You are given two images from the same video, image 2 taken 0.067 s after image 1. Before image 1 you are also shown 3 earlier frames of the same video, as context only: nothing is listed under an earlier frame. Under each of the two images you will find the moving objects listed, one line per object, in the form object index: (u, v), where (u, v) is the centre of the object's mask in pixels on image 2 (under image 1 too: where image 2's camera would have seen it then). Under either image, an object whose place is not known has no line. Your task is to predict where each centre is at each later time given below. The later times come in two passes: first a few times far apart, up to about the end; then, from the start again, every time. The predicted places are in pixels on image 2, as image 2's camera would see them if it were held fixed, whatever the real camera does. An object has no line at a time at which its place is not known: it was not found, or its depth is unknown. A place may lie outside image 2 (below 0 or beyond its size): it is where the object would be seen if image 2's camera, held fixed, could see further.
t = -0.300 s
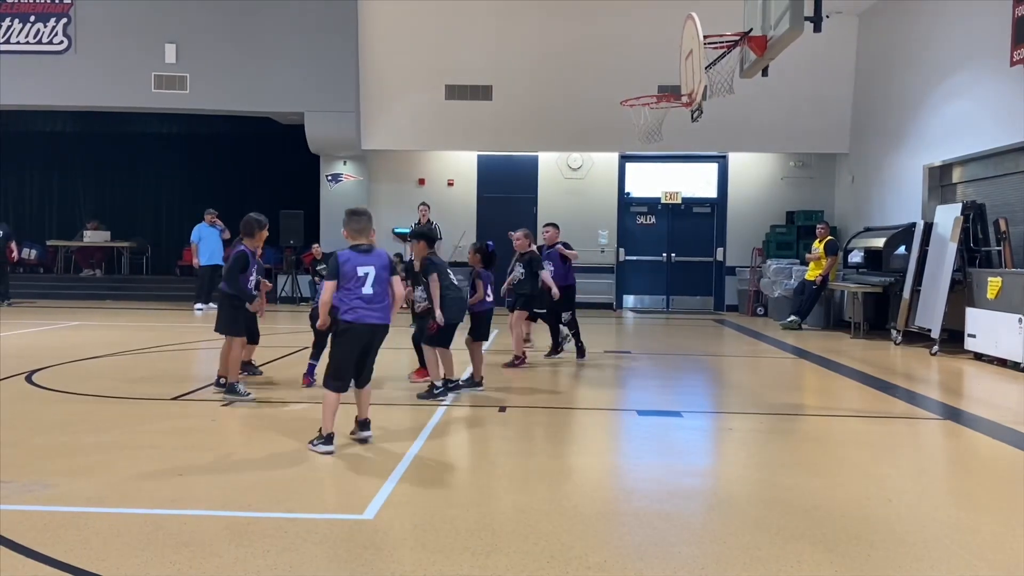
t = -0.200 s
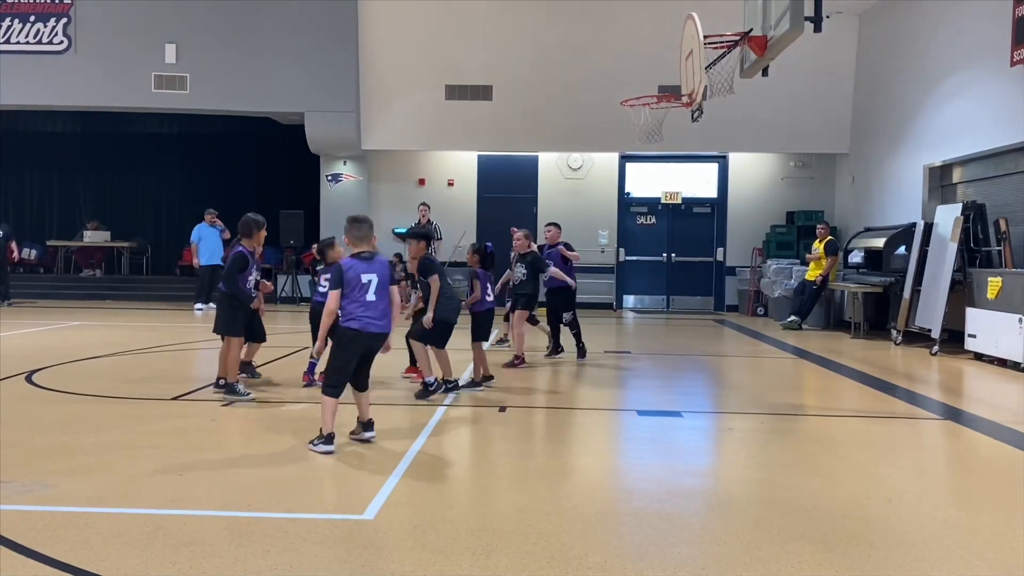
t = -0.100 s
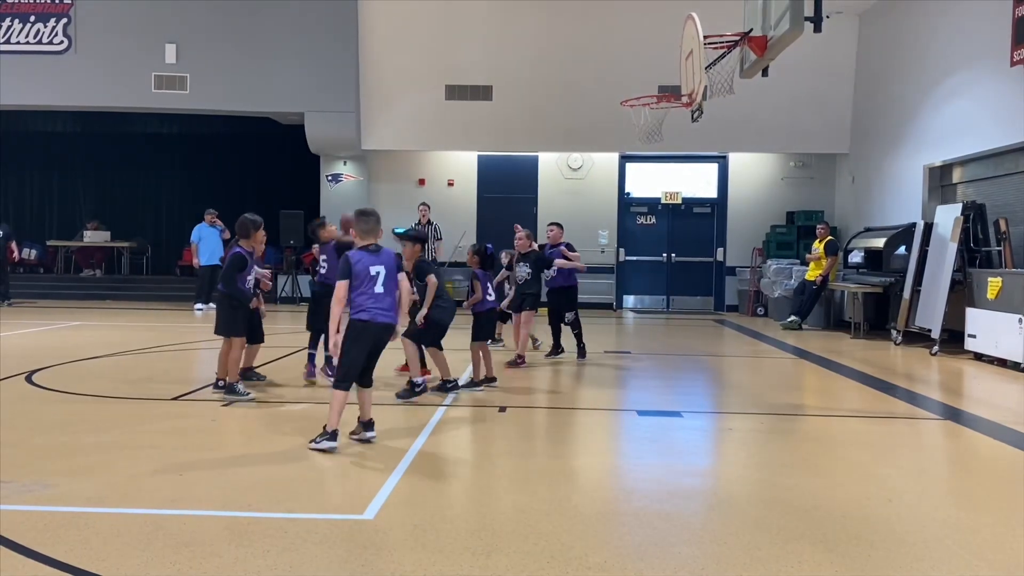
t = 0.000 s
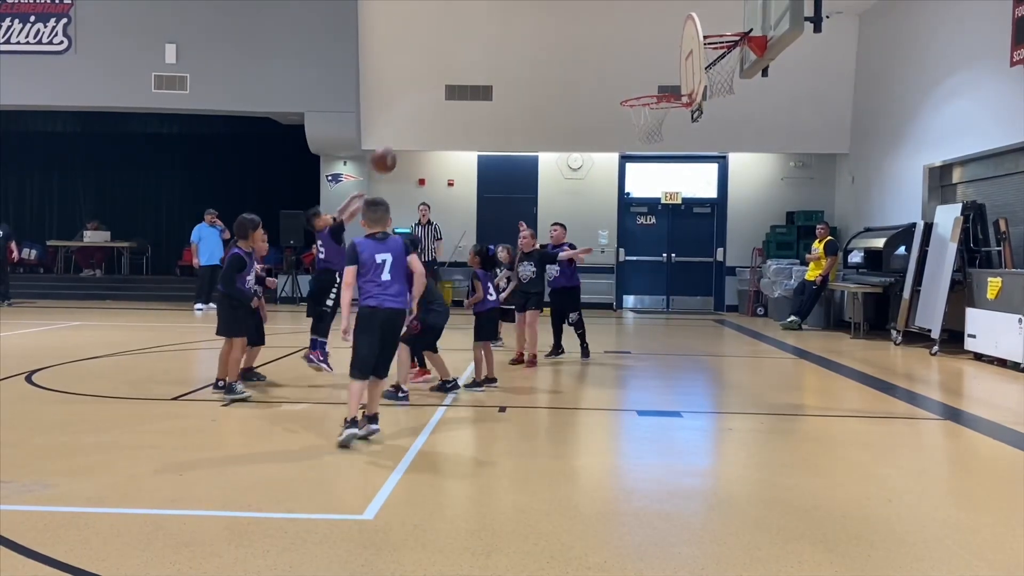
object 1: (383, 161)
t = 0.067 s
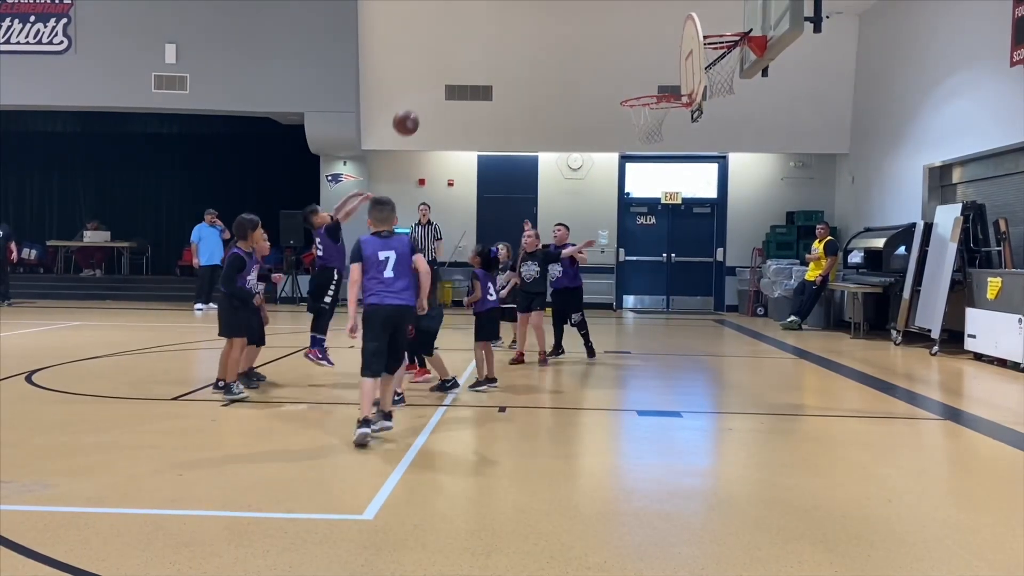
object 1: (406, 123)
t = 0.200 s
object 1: (449, 65)
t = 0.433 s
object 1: (520, 14)
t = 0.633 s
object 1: (576, 22)
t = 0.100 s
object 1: (417, 107)
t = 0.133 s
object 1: (427, 91)
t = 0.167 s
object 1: (438, 78)
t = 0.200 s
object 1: (449, 65)
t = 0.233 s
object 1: (459, 54)
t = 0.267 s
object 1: (469, 44)
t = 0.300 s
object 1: (480, 35)
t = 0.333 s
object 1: (490, 28)
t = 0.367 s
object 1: (500, 22)
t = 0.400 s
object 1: (510, 18)
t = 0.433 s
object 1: (520, 14)
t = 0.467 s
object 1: (529, 12)
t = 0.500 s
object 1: (539, 12)
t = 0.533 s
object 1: (548, 12)
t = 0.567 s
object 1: (558, 14)
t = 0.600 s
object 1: (567, 18)
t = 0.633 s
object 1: (576, 22)
